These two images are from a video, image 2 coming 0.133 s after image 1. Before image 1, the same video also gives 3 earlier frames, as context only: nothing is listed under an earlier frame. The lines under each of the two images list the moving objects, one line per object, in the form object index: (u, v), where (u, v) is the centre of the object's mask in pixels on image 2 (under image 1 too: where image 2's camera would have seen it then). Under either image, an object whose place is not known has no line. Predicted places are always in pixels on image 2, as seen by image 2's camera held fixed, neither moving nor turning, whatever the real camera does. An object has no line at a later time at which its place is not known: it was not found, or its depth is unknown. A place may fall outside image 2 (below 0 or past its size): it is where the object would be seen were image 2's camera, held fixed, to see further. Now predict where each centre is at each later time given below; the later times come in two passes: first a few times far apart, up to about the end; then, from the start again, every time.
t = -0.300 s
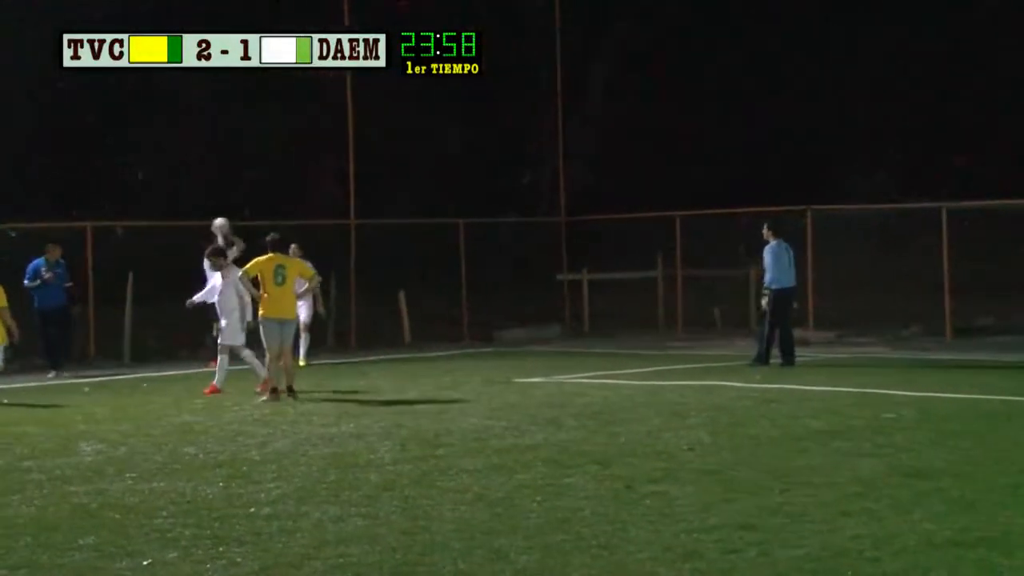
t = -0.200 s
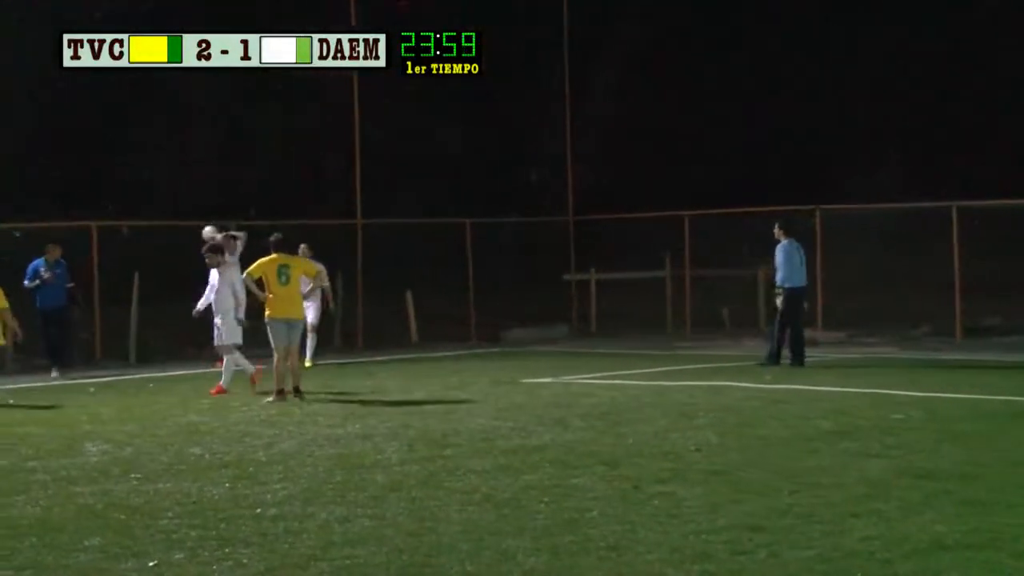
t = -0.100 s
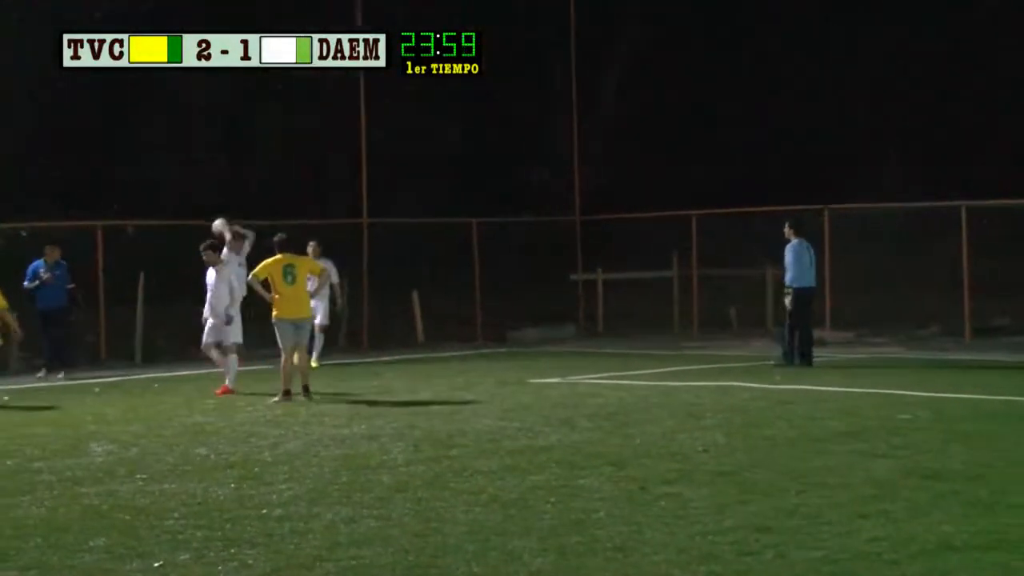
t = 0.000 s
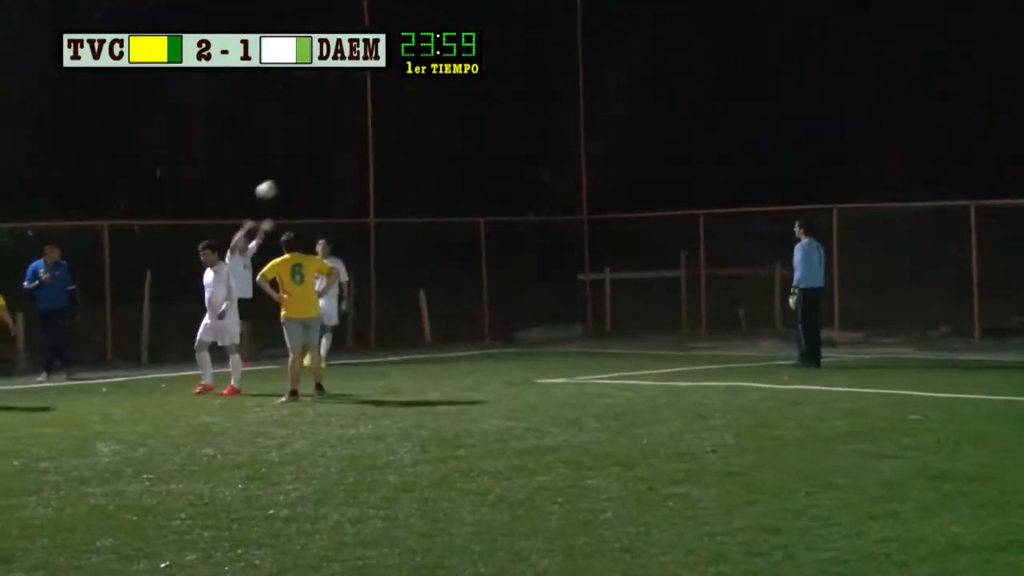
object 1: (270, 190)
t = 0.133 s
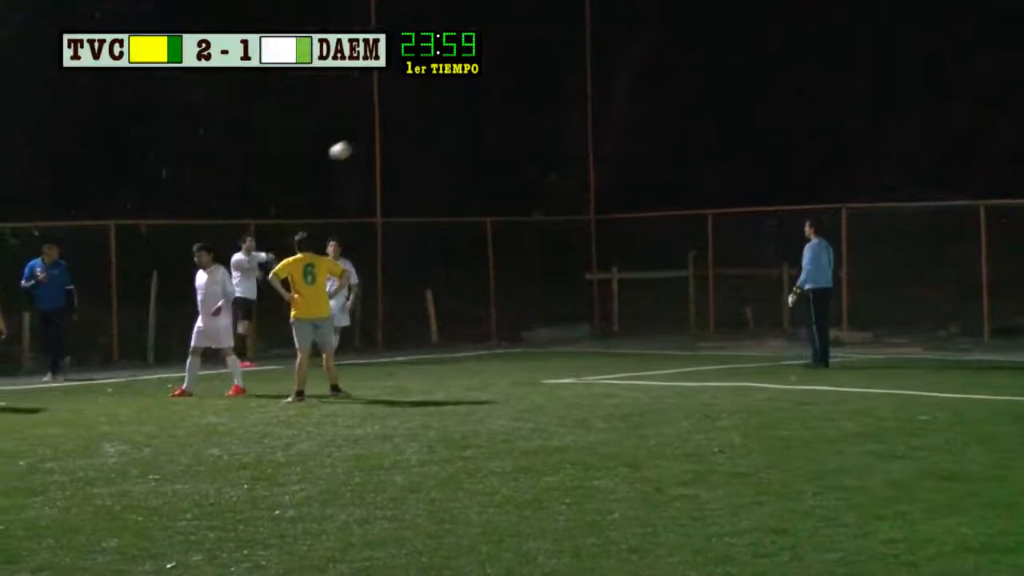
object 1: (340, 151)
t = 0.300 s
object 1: (425, 121)
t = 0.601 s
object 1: (586, 119)
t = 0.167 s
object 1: (357, 144)
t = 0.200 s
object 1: (374, 137)
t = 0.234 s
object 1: (391, 130)
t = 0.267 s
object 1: (408, 125)
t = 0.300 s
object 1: (425, 121)
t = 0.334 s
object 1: (442, 117)
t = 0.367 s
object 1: (458, 115)
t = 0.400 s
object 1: (476, 112)
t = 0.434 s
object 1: (494, 111)
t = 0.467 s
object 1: (512, 111)
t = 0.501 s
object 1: (532, 112)
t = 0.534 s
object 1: (552, 113)
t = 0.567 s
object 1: (569, 116)
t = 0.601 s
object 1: (586, 119)
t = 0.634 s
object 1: (602, 123)
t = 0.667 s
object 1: (619, 128)
